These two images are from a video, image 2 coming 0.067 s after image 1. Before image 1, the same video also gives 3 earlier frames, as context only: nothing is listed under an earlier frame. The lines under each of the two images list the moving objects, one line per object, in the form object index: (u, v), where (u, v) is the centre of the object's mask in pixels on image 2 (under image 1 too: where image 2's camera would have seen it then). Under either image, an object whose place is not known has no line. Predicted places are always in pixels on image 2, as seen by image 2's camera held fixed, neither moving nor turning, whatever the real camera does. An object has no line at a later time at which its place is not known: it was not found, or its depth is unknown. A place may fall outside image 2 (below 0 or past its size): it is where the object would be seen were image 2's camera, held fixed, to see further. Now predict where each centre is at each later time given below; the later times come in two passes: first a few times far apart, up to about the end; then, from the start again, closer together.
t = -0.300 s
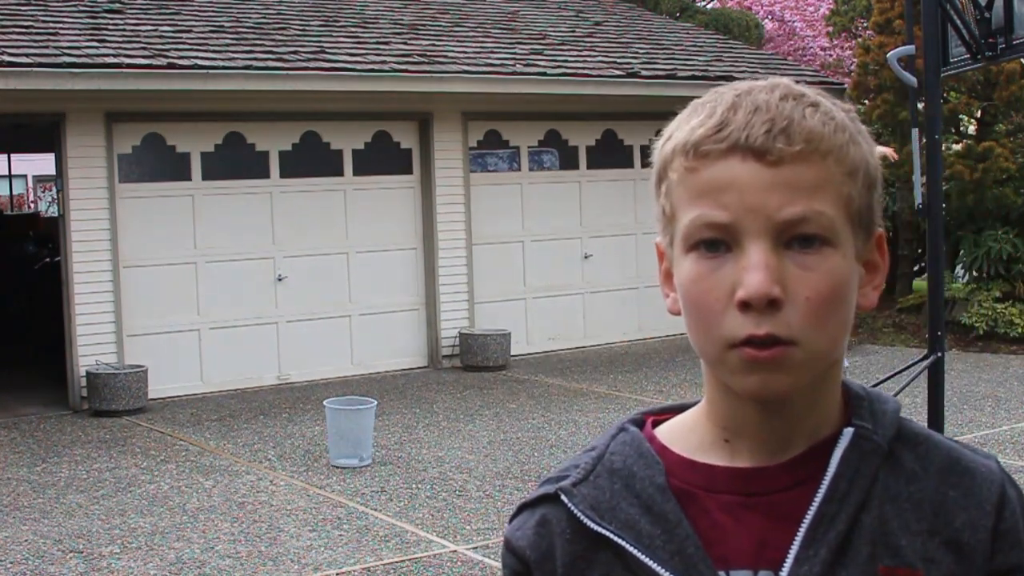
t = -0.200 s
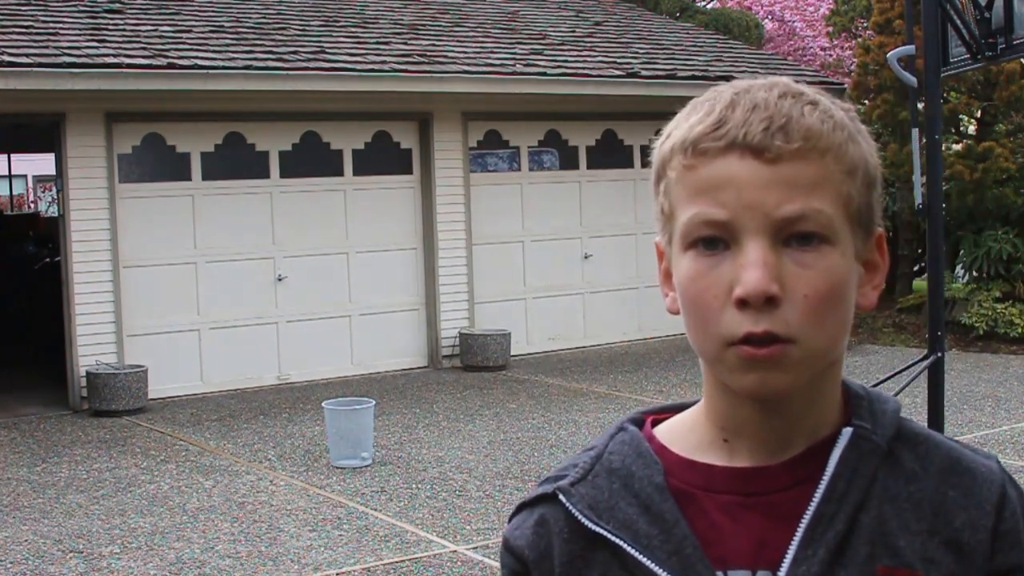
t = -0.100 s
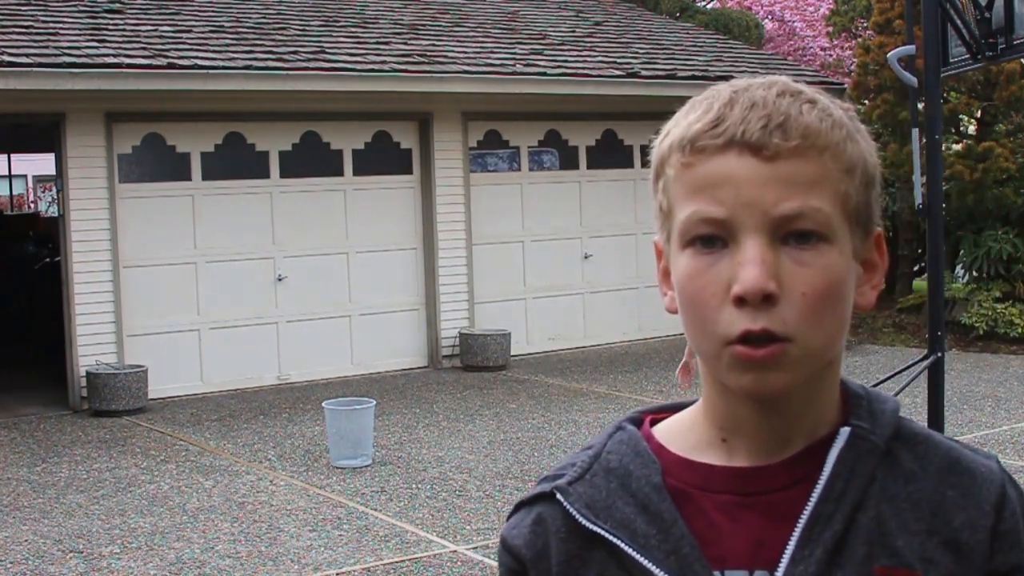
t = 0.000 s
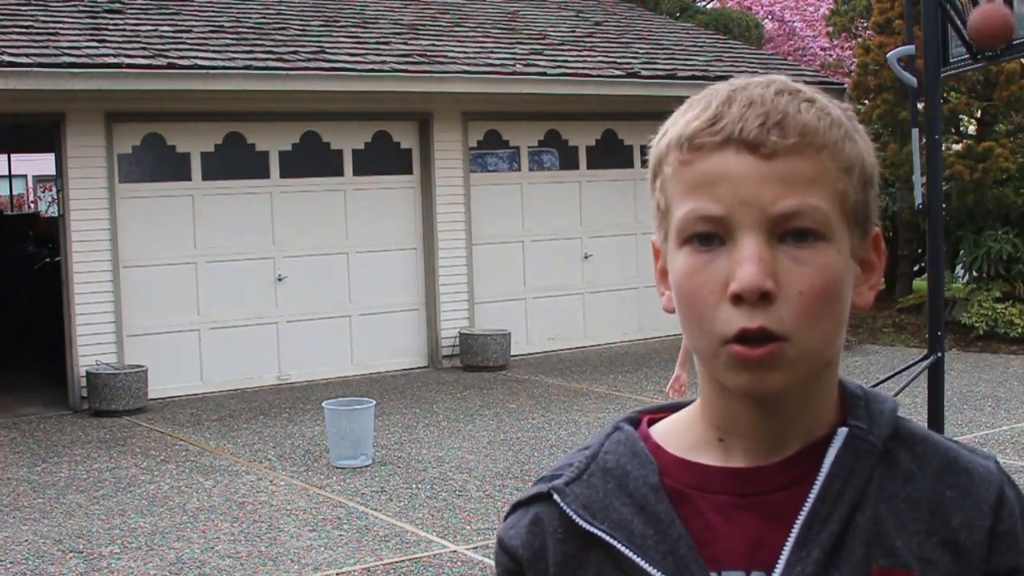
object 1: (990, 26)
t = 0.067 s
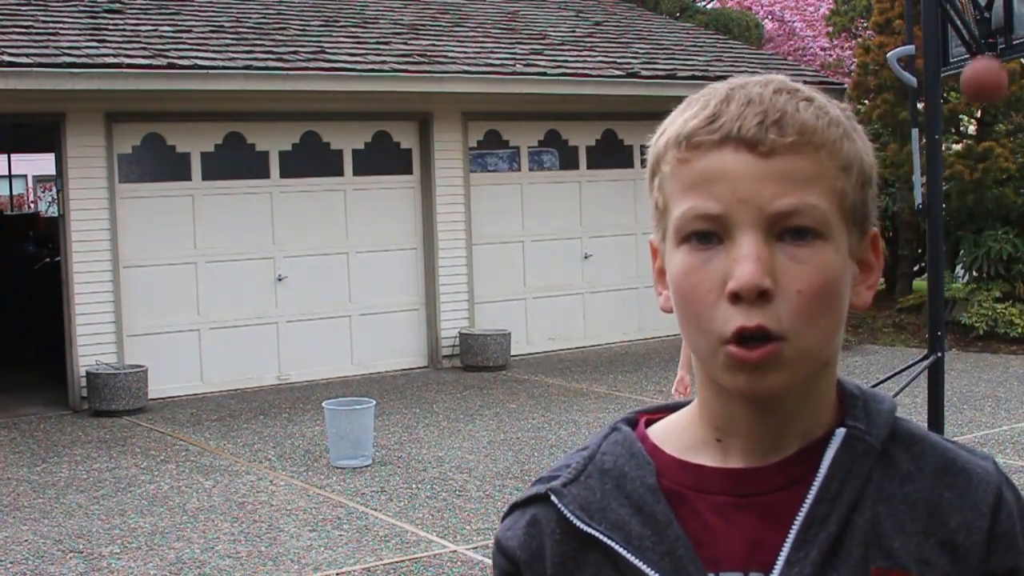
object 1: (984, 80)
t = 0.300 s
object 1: (963, 333)
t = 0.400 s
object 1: (967, 406)
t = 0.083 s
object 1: (983, 94)
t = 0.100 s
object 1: (981, 109)
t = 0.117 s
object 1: (979, 127)
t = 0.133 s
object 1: (978, 143)
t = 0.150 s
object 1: (976, 159)
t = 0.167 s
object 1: (974, 176)
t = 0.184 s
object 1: (972, 195)
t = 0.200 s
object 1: (971, 214)
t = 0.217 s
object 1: (969, 232)
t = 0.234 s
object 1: (968, 251)
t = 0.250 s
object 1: (967, 271)
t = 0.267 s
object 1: (965, 291)
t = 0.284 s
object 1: (964, 312)
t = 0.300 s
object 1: (963, 333)
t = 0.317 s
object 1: (963, 354)
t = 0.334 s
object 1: (960, 376)
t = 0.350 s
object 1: (961, 399)
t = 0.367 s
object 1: (960, 421)
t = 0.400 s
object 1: (967, 406)
